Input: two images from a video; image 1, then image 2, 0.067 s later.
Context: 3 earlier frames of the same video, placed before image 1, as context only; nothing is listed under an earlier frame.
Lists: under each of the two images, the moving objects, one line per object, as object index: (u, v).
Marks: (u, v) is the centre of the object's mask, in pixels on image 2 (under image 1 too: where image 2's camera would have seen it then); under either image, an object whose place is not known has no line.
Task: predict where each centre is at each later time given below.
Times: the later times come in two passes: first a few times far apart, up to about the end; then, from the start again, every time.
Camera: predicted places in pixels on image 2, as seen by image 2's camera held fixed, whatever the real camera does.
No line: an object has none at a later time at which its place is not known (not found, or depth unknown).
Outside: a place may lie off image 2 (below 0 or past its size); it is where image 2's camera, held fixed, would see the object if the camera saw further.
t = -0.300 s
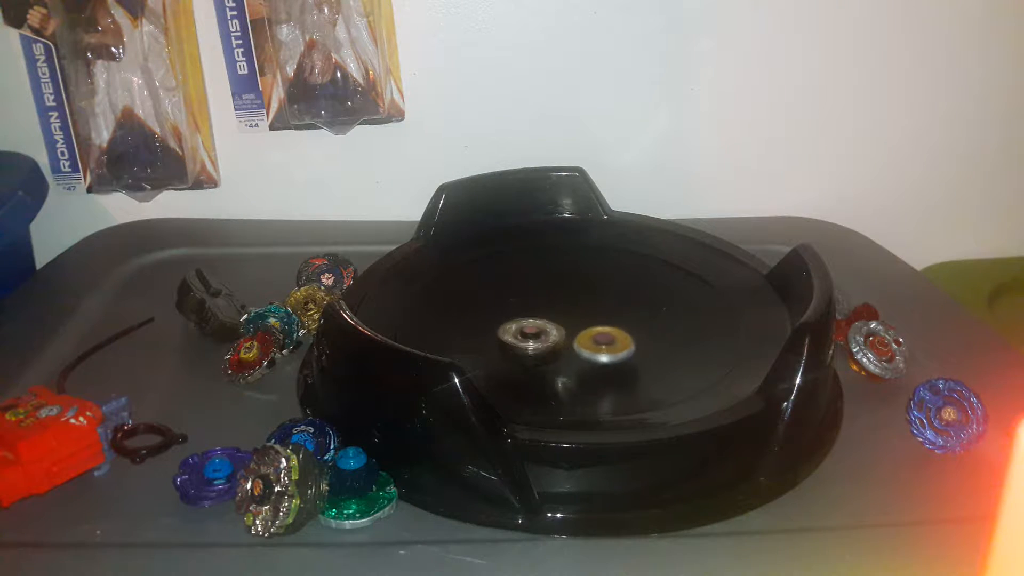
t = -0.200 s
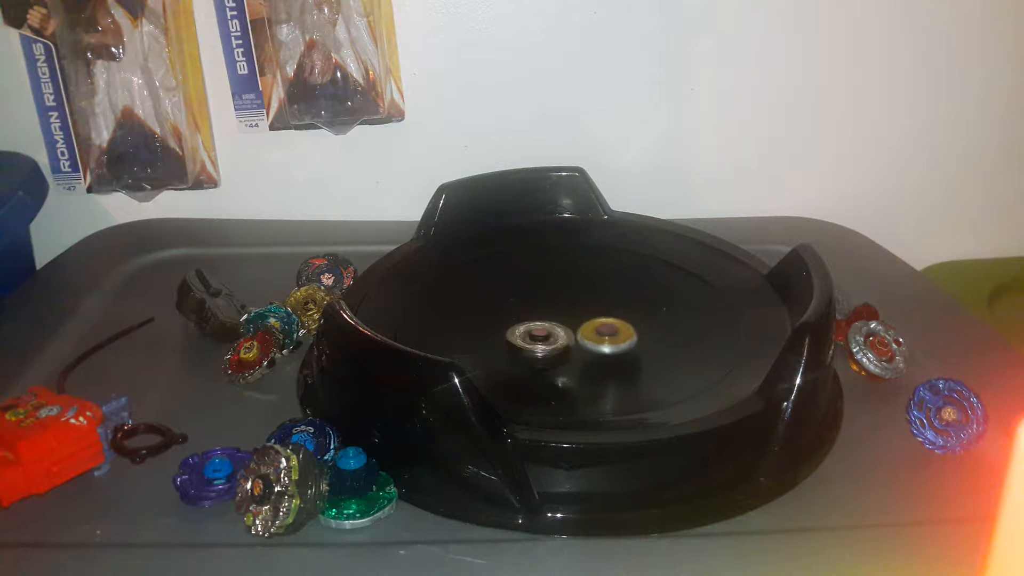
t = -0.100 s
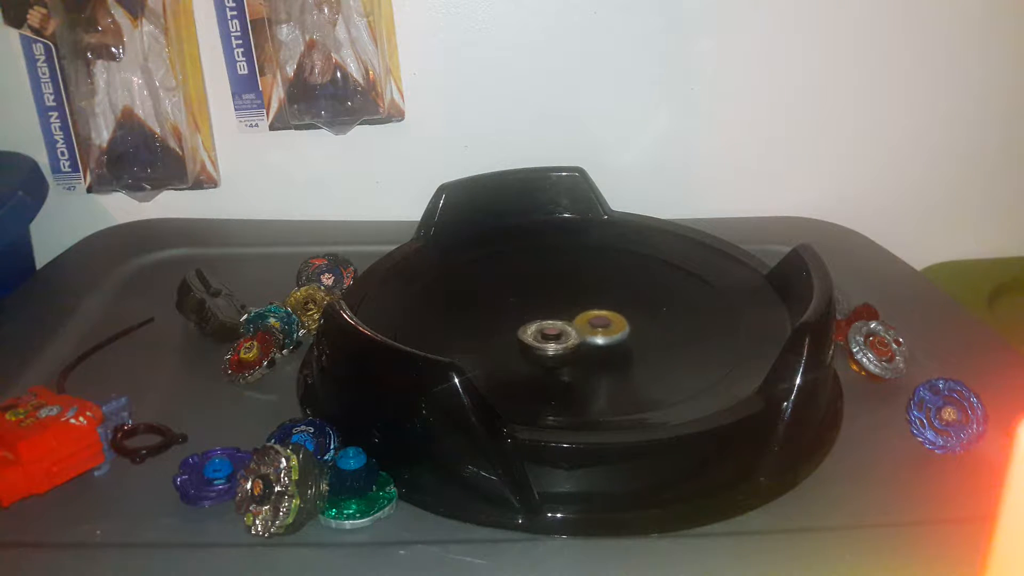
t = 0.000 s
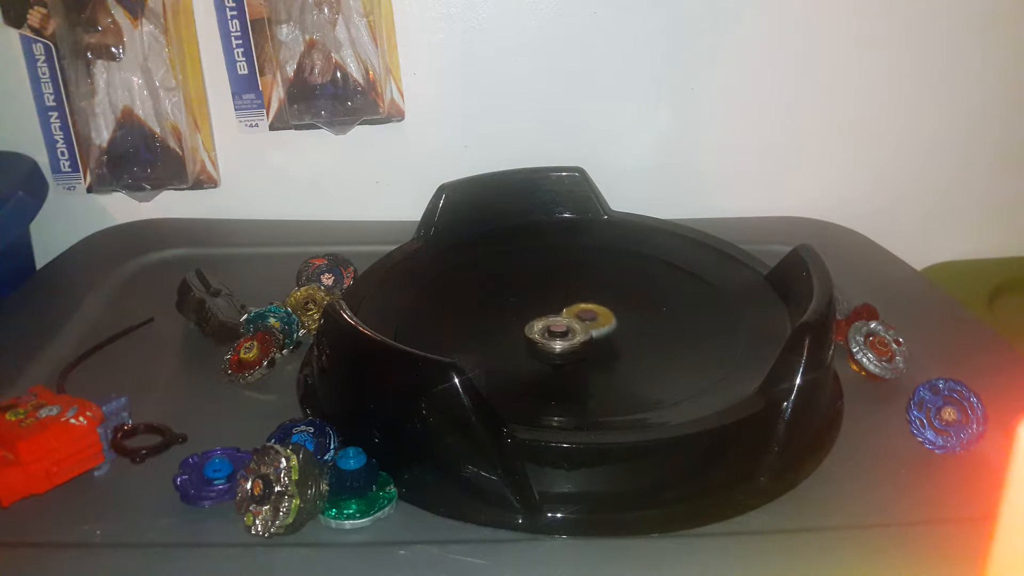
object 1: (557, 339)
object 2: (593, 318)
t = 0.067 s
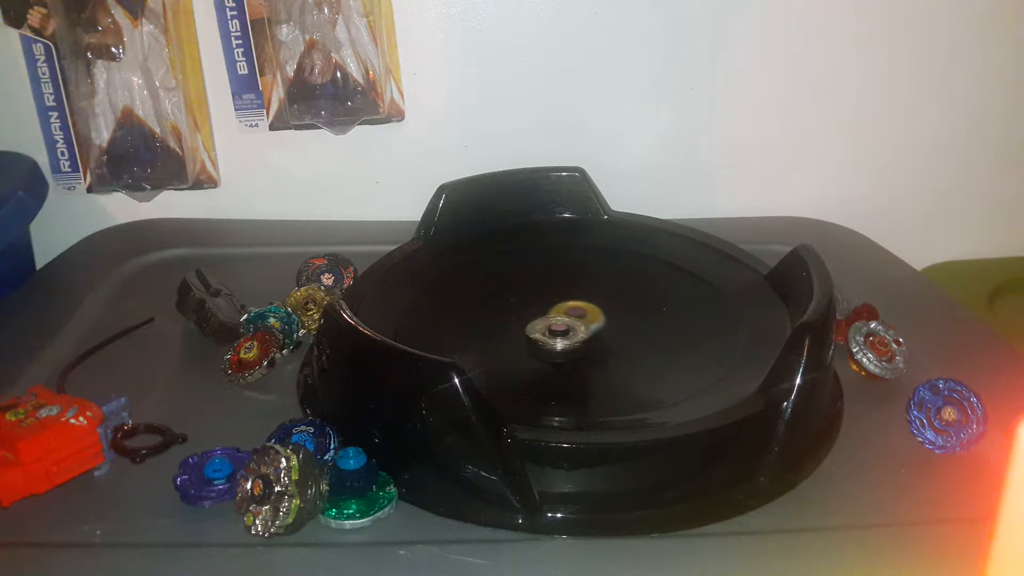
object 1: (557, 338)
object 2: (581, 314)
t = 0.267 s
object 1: (555, 346)
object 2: (541, 313)
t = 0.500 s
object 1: (558, 344)
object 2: (508, 332)
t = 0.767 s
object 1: (597, 340)
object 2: (511, 347)
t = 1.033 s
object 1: (571, 322)
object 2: (541, 362)
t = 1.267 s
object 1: (527, 322)
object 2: (581, 364)
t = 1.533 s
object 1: (515, 341)
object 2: (598, 348)
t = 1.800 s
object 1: (543, 346)
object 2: (586, 327)
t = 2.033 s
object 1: (554, 341)
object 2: (552, 314)
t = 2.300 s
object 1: (559, 350)
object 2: (528, 312)
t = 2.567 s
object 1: (575, 342)
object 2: (499, 316)
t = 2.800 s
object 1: (594, 336)
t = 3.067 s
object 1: (558, 326)
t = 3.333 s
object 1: (523, 323)
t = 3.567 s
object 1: (521, 334)
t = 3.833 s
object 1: (525, 322)
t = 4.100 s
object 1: (532, 321)
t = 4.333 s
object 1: (516, 315)
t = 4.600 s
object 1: (520, 332)
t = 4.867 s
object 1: (535, 345)
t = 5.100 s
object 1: (561, 348)
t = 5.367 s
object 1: (588, 339)
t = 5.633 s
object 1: (594, 327)
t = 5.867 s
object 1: (568, 319)
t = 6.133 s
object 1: (555, 307)
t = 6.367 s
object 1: (567, 309)
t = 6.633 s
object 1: (608, 303)
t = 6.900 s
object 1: (630, 342)
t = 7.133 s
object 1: (610, 340)
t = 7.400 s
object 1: (615, 331)
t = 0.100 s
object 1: (557, 337)
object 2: (574, 310)
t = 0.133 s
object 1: (555, 340)
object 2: (566, 310)
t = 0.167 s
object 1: (554, 342)
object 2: (560, 309)
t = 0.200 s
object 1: (554, 344)
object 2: (553, 310)
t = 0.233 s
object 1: (554, 345)
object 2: (547, 311)
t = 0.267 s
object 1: (555, 346)
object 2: (541, 313)
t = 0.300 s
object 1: (555, 346)
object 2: (534, 314)
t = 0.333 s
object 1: (556, 347)
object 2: (529, 316)
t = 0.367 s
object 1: (556, 347)
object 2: (524, 319)
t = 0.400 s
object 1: (556, 346)
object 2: (519, 322)
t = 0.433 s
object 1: (556, 346)
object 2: (515, 325)
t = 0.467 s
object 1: (558, 346)
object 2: (512, 329)
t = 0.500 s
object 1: (558, 344)
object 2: (508, 332)
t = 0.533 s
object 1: (566, 345)
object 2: (508, 331)
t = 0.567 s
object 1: (573, 346)
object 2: (505, 331)
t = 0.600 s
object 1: (578, 347)
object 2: (504, 332)
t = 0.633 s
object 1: (584, 347)
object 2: (504, 335)
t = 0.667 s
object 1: (589, 346)
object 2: (504, 338)
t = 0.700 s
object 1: (592, 344)
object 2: (506, 341)
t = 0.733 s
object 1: (594, 343)
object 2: (508, 344)
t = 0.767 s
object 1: (597, 340)
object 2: (511, 347)
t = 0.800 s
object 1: (595, 337)
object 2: (515, 349)
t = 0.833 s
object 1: (593, 335)
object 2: (519, 351)
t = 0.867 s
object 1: (590, 333)
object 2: (523, 353)
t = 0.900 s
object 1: (585, 330)
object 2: (527, 355)
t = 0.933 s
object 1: (584, 328)
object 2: (528, 357)
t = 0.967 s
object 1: (581, 326)
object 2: (531, 359)
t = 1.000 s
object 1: (576, 323)
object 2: (535, 361)
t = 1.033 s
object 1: (571, 322)
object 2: (541, 362)
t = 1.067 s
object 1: (565, 320)
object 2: (547, 363)
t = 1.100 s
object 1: (558, 320)
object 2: (553, 364)
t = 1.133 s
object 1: (553, 319)
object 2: (559, 365)
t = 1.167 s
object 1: (545, 319)
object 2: (564, 365)
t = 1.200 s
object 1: (540, 320)
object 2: (570, 365)
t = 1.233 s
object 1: (534, 321)
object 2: (576, 365)
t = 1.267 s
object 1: (527, 322)
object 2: (581, 364)
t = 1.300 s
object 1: (522, 324)
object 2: (586, 363)
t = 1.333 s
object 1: (517, 326)
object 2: (590, 361)
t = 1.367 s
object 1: (514, 328)
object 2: (594, 360)
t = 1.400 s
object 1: (511, 331)
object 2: (596, 358)
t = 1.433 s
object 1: (509, 333)
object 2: (598, 355)
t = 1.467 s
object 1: (510, 336)
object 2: (599, 353)
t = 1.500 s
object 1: (512, 338)
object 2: (599, 350)
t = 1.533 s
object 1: (515, 341)
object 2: (598, 348)
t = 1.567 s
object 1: (519, 343)
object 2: (597, 345)
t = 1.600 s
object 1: (525, 344)
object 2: (595, 343)
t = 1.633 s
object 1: (529, 346)
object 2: (592, 341)
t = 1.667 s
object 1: (535, 345)
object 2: (591, 338)
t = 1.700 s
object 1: (539, 345)
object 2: (591, 336)
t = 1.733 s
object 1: (541, 346)
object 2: (591, 332)
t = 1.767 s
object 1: (542, 345)
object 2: (590, 330)
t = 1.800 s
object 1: (543, 346)
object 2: (586, 327)
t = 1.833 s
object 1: (544, 346)
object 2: (583, 324)
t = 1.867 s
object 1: (545, 347)
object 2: (578, 322)
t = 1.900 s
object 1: (545, 346)
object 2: (575, 320)
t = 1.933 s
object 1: (547, 345)
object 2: (570, 318)
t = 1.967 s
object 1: (550, 344)
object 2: (564, 317)
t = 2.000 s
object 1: (553, 342)
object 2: (558, 315)
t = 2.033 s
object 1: (554, 341)
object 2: (552, 314)
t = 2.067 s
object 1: (553, 340)
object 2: (549, 310)
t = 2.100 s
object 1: (550, 345)
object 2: (548, 308)
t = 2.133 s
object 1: (550, 348)
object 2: (547, 307)
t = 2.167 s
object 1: (550, 349)
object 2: (545, 306)
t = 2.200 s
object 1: (552, 350)
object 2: (542, 307)
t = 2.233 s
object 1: (554, 351)
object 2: (538, 308)
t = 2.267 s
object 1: (558, 351)
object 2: (533, 310)
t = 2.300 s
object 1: (559, 350)
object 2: (528, 312)
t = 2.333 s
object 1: (561, 349)
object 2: (525, 314)
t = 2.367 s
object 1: (563, 346)
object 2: (521, 317)
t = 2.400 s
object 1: (564, 344)
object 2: (518, 320)
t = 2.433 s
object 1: (563, 341)
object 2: (516, 323)
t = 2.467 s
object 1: (563, 339)
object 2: (513, 326)
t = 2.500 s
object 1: (566, 338)
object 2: (508, 324)
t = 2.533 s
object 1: (571, 343)
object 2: (503, 319)
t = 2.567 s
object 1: (575, 342)
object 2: (499, 316)
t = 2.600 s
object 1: (581, 343)
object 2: (498, 316)
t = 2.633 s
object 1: (585, 343)
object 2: (498, 318)
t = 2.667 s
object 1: (590, 342)
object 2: (497, 321)
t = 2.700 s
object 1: (592, 341)
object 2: (496, 324)
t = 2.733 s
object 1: (595, 339)
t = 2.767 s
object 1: (594, 337)
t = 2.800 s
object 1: (594, 336)
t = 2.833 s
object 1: (590, 335)
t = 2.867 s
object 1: (588, 333)
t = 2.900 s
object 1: (582, 332)
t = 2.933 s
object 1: (579, 330)
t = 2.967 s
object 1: (573, 328)
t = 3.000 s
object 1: (569, 328)
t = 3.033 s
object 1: (563, 327)
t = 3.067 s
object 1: (558, 326)
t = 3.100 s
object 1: (553, 325)
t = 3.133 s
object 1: (550, 324)
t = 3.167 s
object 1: (546, 323)
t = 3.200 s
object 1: (542, 322)
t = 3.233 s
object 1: (538, 322)
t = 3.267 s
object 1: (532, 321)
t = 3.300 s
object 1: (528, 322)
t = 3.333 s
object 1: (523, 323)
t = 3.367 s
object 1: (521, 325)
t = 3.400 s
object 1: (518, 326)
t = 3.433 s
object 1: (518, 328)
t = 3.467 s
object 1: (516, 330)
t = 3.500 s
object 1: (518, 332)
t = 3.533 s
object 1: (519, 333)
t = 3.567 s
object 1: (521, 334)
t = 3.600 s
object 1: (523, 335)
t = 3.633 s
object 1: (524, 333)
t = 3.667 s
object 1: (525, 332)
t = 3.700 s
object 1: (523, 329)
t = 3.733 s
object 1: (524, 326)
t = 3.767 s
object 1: (523, 325)
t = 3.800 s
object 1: (524, 324)
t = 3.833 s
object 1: (525, 322)
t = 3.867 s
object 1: (525, 322)
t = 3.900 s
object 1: (528, 321)
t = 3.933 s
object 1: (528, 321)
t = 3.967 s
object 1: (532, 321)
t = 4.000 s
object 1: (532, 322)
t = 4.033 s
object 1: (535, 322)
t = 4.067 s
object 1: (536, 323)
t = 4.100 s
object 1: (532, 321)
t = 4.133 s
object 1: (531, 319)
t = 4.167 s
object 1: (526, 318)
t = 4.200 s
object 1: (523, 317)
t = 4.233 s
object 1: (521, 316)
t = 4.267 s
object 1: (519, 315)
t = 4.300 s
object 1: (518, 314)
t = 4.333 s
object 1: (516, 315)
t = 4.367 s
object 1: (514, 317)
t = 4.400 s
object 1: (515, 318)
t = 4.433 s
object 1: (515, 318)
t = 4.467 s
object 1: (515, 320)
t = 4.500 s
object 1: (517, 322)
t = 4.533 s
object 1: (517, 327)
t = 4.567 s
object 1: (518, 328)
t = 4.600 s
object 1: (520, 332)
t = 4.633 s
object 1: (520, 334)
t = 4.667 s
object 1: (521, 335)
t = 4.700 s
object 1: (522, 337)
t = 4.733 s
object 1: (524, 338)
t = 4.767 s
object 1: (527, 343)
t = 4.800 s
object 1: (529, 345)
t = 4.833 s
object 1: (530, 344)
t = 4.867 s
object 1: (535, 345)
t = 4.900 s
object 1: (538, 346)
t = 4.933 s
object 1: (543, 350)
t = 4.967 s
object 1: (547, 351)
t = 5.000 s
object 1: (549, 350)
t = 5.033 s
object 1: (554, 350)
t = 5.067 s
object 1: (558, 350)
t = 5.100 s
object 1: (561, 348)
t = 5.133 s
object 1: (566, 347)
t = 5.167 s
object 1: (569, 345)
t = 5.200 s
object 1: (572, 343)
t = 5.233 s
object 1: (576, 343)
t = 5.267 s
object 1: (578, 342)
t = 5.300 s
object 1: (580, 341)
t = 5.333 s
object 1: (585, 340)
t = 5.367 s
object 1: (588, 339)
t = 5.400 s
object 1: (591, 337)
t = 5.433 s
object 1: (594, 336)
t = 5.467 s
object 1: (595, 334)
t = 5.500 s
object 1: (596, 333)
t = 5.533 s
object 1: (597, 331)
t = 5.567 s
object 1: (595, 329)
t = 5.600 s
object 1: (594, 329)
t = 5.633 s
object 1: (594, 327)
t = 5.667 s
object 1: (590, 326)
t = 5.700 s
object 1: (587, 325)
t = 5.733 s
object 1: (585, 323)
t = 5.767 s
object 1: (581, 323)
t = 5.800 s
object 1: (577, 320)
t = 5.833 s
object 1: (573, 320)
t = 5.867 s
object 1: (568, 319)
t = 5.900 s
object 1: (565, 318)
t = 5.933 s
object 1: (560, 317)
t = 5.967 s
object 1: (559, 315)
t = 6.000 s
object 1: (559, 315)
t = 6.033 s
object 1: (558, 313)
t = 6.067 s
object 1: (556, 312)
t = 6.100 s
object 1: (555, 307)
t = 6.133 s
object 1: (555, 307)
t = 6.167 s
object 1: (554, 308)
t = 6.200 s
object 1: (555, 307)
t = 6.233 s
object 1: (556, 306)
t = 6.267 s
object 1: (559, 306)
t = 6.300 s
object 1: (562, 305)
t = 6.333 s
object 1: (565, 308)
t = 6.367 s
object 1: (567, 309)
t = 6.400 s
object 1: (576, 302)
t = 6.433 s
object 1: (587, 294)
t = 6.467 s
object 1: (598, 289)
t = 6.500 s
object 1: (606, 289)
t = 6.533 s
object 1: (609, 290)
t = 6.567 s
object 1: (609, 293)
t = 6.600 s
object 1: (609, 298)
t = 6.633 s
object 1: (608, 303)
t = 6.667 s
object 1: (607, 310)
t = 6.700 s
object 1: (607, 317)
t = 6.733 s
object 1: (610, 325)
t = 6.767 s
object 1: (615, 332)
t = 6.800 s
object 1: (619, 336)
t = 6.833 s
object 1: (624, 340)
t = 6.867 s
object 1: (627, 341)
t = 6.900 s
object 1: (630, 342)
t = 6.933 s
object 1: (631, 342)
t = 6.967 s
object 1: (631, 342)
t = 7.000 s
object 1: (628, 343)
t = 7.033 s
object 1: (624, 343)
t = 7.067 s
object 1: (620, 343)
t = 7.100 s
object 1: (614, 342)
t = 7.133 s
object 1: (610, 340)
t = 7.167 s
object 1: (608, 338)
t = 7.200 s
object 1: (608, 335)
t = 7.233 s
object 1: (610, 333)
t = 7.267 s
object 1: (610, 330)
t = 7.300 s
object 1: (611, 331)
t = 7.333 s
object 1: (614, 331)
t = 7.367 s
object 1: (615, 330)
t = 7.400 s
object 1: (615, 331)
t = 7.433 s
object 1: (613, 331)
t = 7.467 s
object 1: (611, 332)
